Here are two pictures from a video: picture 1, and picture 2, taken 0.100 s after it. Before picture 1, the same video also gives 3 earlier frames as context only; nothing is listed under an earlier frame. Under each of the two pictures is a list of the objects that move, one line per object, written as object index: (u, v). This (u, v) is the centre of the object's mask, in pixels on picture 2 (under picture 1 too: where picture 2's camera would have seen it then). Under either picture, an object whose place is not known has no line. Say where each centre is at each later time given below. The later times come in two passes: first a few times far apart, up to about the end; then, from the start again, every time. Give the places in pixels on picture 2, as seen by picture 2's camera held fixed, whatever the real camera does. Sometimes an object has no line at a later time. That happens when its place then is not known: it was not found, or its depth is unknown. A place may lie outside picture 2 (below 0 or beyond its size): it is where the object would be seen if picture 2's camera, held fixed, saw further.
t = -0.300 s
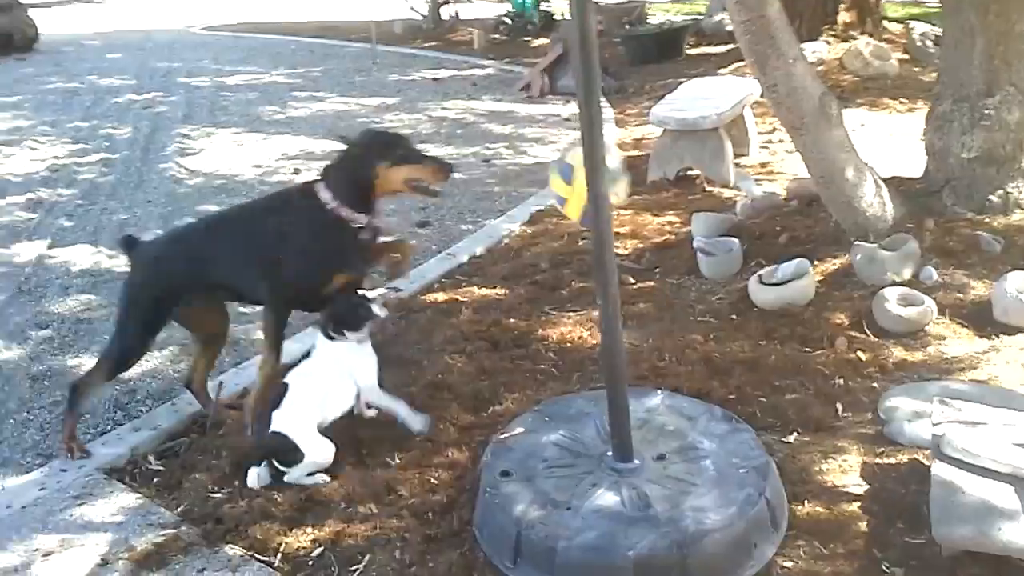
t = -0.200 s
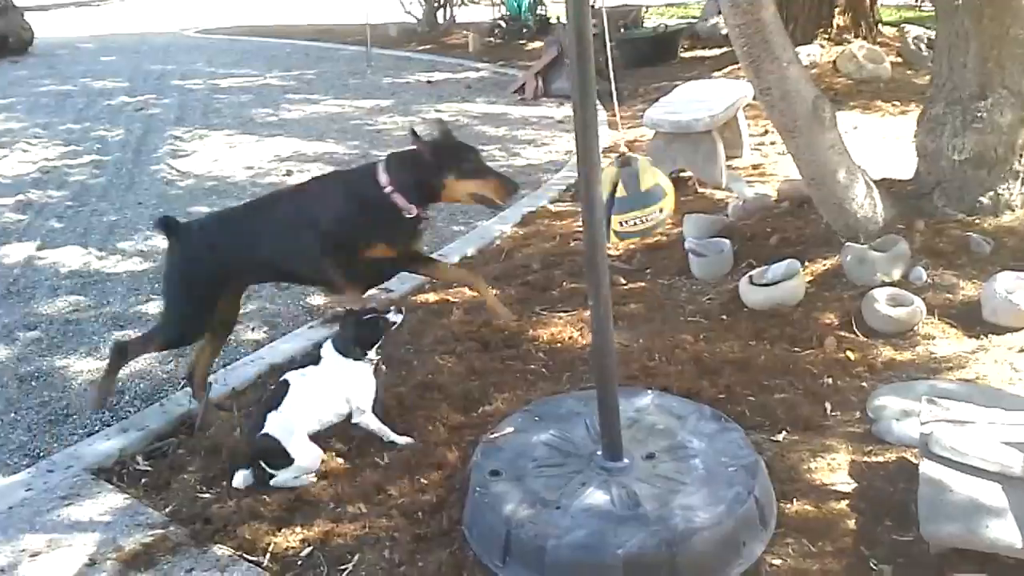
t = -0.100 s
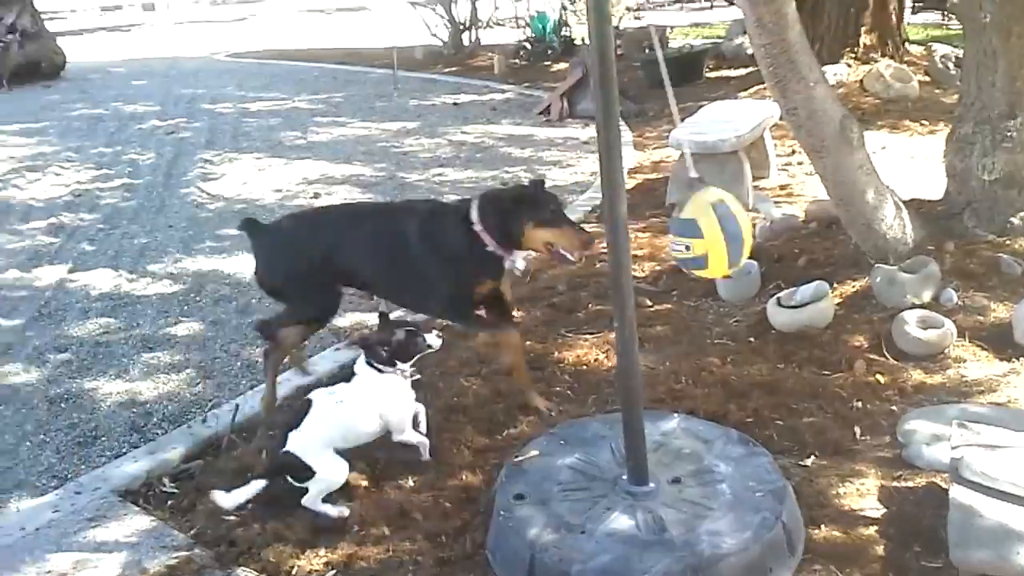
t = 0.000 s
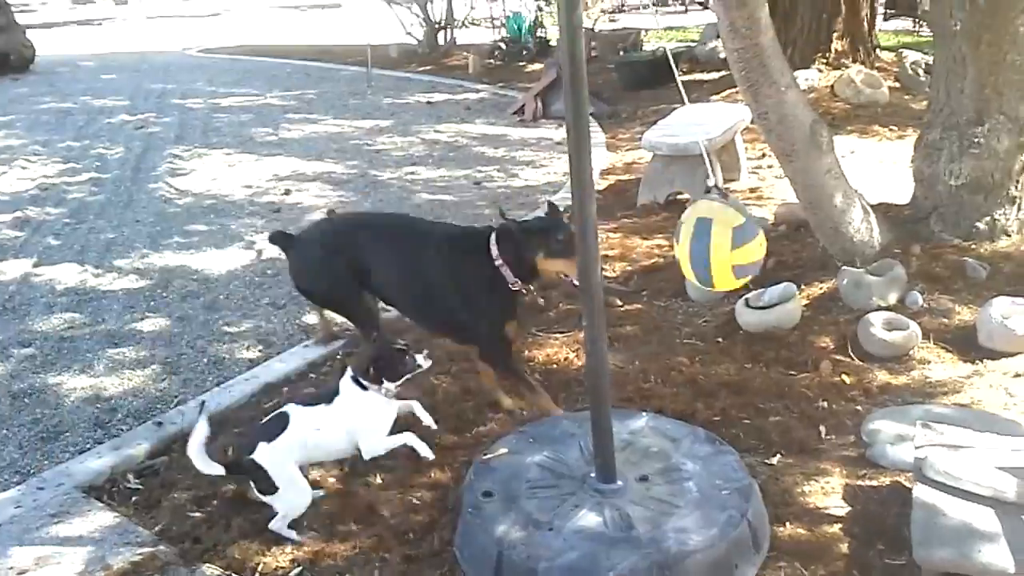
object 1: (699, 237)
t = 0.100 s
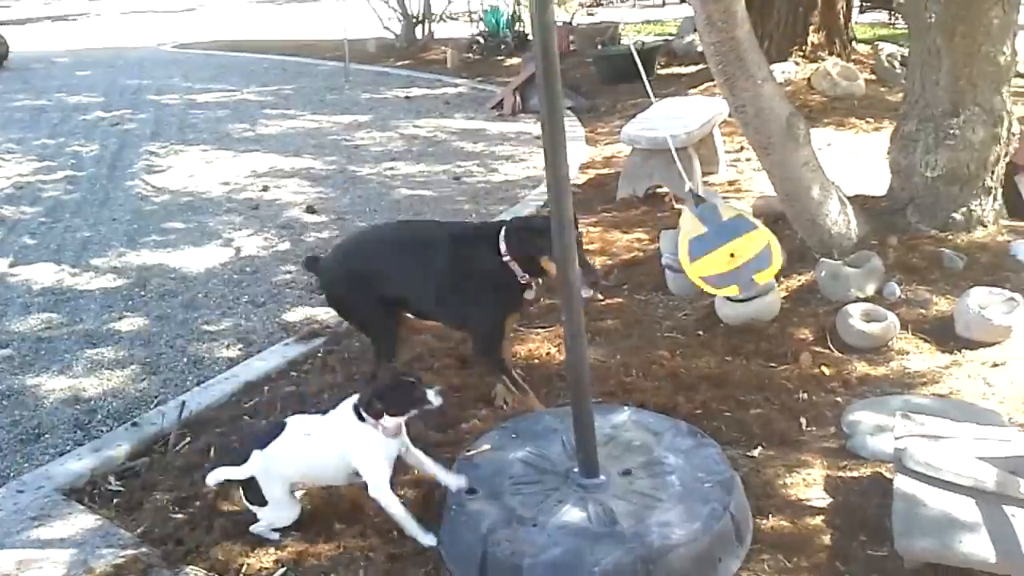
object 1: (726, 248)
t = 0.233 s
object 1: (730, 254)
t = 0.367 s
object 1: (692, 275)
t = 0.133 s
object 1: (732, 250)
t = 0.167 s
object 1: (734, 251)
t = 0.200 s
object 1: (731, 250)
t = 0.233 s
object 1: (730, 254)
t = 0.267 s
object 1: (726, 259)
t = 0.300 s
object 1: (719, 264)
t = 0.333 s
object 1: (707, 269)
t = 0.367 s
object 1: (692, 275)
